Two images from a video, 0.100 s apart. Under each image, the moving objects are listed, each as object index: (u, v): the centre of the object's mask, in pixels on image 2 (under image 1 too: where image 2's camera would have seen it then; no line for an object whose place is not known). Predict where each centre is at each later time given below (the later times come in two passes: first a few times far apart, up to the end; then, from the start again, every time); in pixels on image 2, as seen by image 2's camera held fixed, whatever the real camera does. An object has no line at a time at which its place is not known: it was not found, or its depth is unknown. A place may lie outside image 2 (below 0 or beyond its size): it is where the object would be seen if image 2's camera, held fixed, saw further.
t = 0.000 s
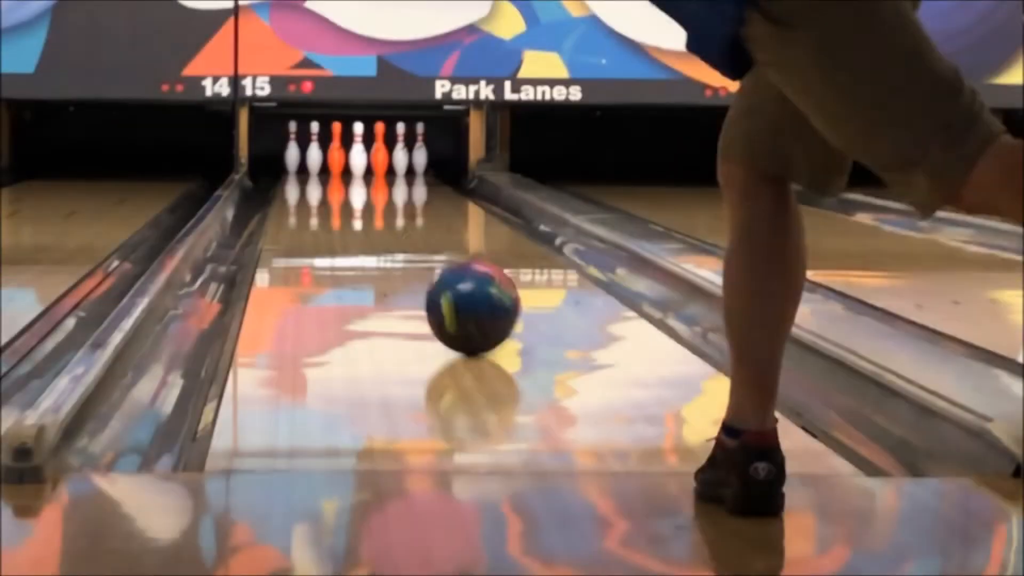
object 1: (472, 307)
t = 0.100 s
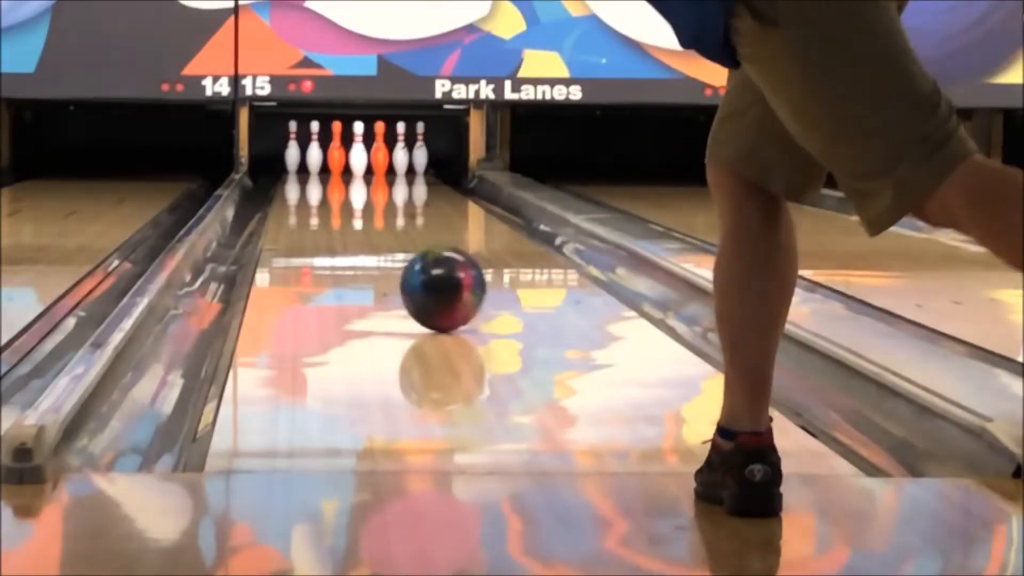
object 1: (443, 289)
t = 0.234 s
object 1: (411, 266)
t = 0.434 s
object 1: (375, 242)
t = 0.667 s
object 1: (345, 221)
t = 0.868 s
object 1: (326, 208)
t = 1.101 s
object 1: (310, 195)
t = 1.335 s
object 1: (302, 185)
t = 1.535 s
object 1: (300, 178)
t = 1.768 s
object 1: (310, 173)
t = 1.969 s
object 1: (324, 168)
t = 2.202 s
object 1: (339, 164)
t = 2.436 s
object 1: (336, 160)
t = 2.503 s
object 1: (335, 158)
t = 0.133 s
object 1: (434, 283)
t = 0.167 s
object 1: (426, 277)
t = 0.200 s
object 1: (417, 272)
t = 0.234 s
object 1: (411, 266)
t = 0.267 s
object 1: (404, 262)
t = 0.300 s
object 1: (398, 257)
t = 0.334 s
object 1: (392, 253)
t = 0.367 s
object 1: (385, 249)
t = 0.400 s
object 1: (381, 245)
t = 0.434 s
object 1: (375, 242)
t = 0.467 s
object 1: (371, 238)
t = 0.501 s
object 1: (365, 235)
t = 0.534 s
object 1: (361, 232)
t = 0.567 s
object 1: (357, 229)
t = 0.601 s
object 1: (353, 226)
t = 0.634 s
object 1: (349, 224)
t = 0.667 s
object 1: (345, 221)
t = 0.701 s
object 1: (341, 219)
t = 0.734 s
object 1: (338, 216)
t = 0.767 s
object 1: (335, 215)
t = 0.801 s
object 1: (332, 212)
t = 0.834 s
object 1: (329, 210)
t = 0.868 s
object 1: (326, 208)
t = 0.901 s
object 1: (323, 205)
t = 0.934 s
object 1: (322, 204)
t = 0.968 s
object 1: (319, 202)
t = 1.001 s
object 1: (316, 200)
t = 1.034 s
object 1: (314, 199)
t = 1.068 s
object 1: (312, 197)
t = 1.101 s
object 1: (310, 195)
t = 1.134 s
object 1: (308, 194)
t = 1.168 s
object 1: (307, 192)
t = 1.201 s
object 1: (305, 191)
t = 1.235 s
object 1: (304, 189)
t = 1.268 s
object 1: (304, 188)
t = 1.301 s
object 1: (303, 187)
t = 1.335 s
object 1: (302, 185)
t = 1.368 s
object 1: (301, 184)
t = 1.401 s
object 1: (300, 183)
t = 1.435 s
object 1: (299, 182)
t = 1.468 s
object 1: (300, 181)
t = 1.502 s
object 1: (299, 180)
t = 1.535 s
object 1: (300, 178)
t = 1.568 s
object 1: (300, 178)
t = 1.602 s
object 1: (301, 177)
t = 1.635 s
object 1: (302, 176)
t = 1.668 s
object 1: (304, 175)
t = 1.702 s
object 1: (306, 174)
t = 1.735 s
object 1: (308, 173)
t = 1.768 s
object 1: (310, 173)
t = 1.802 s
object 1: (312, 172)
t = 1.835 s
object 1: (314, 171)
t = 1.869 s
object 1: (317, 170)
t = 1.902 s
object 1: (318, 170)
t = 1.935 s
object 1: (322, 168)
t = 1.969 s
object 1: (324, 168)
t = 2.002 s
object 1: (325, 167)
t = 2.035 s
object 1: (327, 167)
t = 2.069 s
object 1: (330, 166)
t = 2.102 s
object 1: (331, 166)
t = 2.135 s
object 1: (333, 165)
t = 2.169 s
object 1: (335, 167)
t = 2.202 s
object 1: (339, 164)
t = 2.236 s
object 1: (338, 163)
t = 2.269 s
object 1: (341, 163)
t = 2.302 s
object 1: (342, 162)
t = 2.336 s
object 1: (340, 162)
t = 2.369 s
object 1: (338, 161)
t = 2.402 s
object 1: (336, 160)
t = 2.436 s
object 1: (336, 160)
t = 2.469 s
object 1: (332, 154)
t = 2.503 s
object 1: (335, 158)
